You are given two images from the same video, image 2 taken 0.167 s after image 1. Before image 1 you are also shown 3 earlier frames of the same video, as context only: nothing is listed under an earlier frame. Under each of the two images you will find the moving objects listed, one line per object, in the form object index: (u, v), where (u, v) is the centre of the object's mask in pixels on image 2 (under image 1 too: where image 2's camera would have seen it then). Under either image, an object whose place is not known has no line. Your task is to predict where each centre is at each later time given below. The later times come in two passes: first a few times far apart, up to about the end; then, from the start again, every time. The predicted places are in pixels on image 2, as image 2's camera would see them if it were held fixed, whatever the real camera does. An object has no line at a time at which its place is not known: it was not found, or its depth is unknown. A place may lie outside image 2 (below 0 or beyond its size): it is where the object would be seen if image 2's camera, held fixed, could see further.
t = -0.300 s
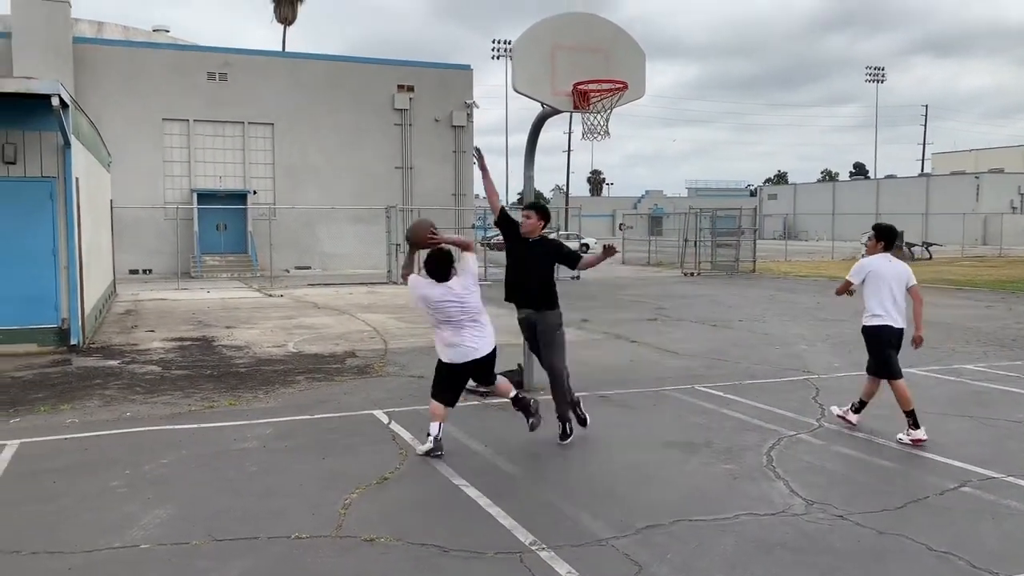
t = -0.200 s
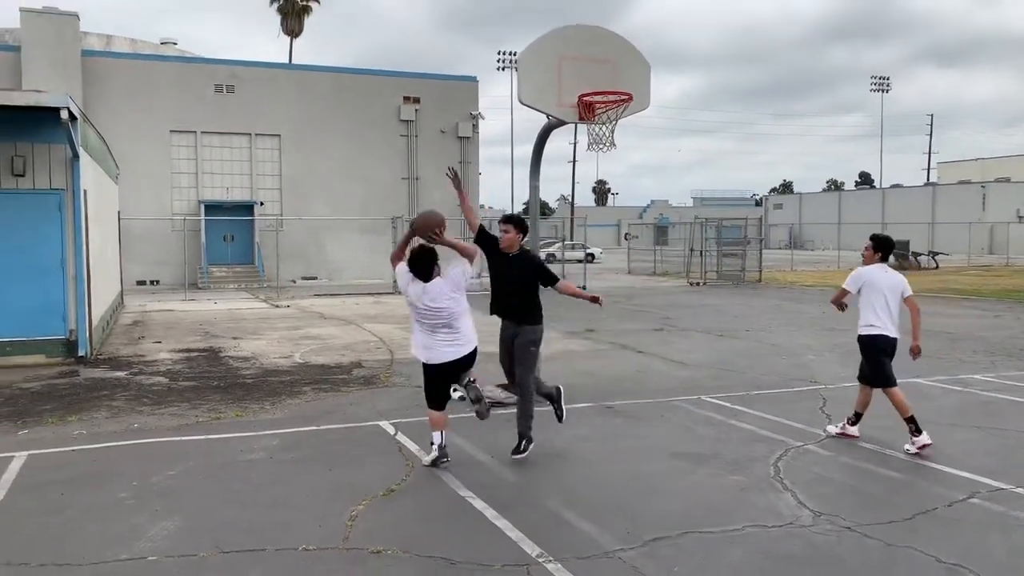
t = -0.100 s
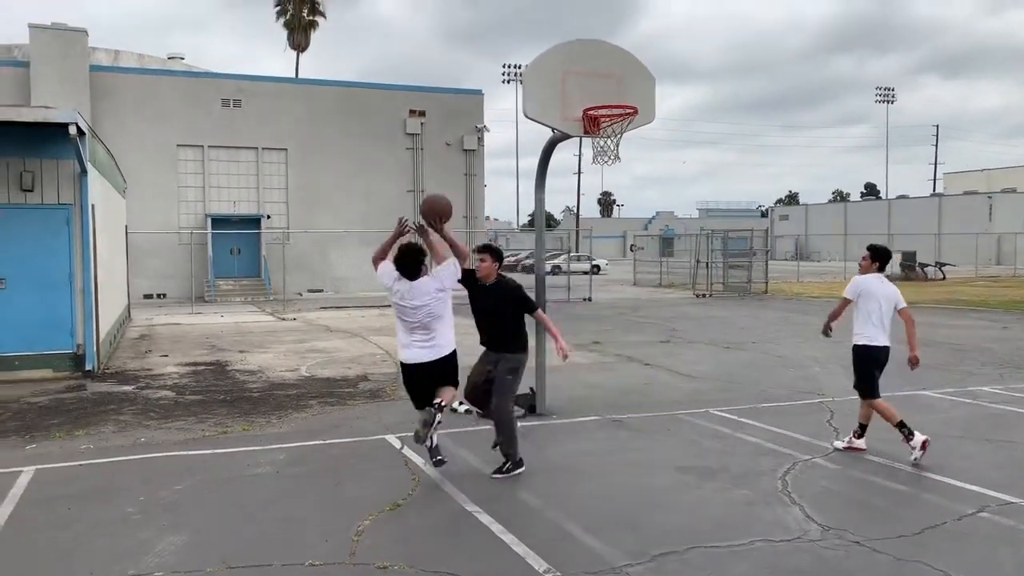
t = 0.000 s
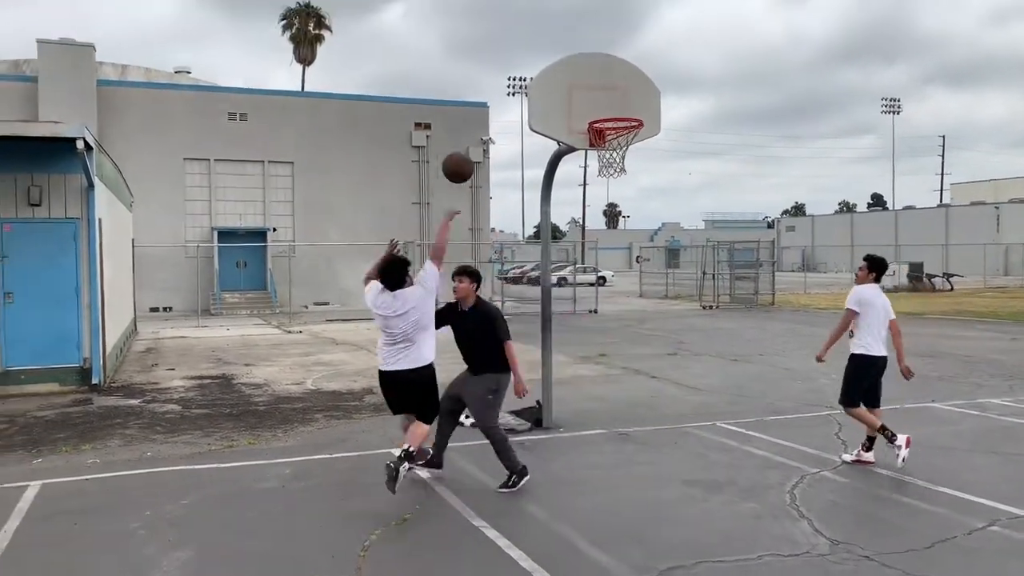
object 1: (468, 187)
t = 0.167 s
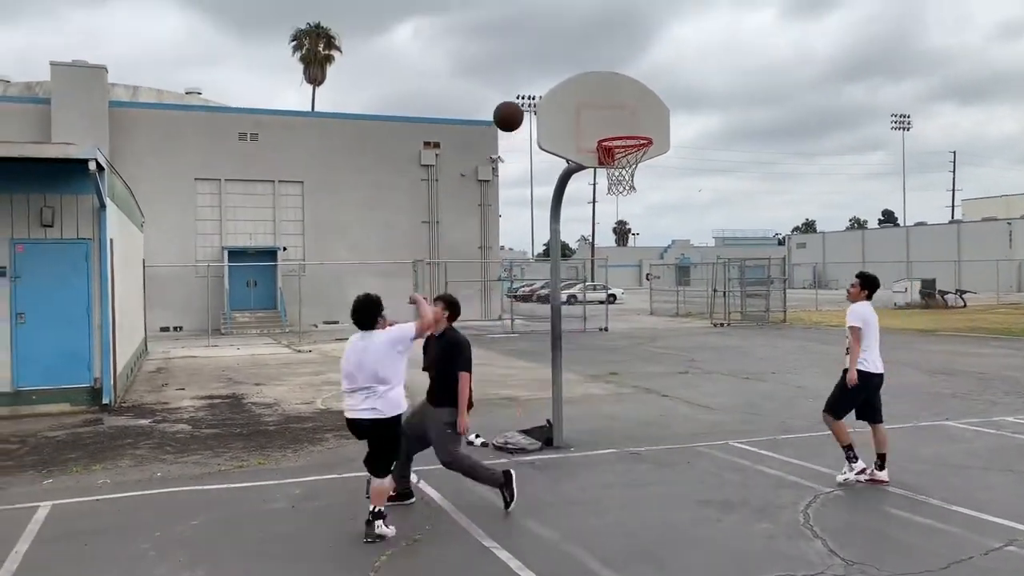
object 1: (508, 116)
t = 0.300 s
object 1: (538, 90)
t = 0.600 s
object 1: (598, 109)
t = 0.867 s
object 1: (647, 161)
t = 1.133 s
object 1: (626, 170)
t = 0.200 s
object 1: (515, 107)
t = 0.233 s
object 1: (523, 100)
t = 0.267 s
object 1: (531, 94)
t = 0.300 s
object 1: (538, 90)
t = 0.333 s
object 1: (545, 87)
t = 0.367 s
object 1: (552, 85)
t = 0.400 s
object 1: (559, 85)
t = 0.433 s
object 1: (566, 86)
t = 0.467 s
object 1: (573, 88)
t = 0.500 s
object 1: (579, 92)
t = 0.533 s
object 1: (585, 96)
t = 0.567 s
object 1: (592, 102)
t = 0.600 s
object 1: (598, 109)
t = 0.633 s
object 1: (604, 117)
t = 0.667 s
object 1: (609, 126)
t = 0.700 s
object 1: (616, 136)
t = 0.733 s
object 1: (623, 145)
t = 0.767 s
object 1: (630, 150)
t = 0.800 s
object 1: (638, 156)
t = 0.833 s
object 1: (644, 160)
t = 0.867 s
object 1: (647, 161)
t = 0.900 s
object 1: (647, 160)
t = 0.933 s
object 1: (646, 159)
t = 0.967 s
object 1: (644, 158)
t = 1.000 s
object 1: (641, 158)
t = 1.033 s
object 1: (637, 159)
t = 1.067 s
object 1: (634, 162)
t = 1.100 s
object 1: (630, 166)
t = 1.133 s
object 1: (626, 170)
